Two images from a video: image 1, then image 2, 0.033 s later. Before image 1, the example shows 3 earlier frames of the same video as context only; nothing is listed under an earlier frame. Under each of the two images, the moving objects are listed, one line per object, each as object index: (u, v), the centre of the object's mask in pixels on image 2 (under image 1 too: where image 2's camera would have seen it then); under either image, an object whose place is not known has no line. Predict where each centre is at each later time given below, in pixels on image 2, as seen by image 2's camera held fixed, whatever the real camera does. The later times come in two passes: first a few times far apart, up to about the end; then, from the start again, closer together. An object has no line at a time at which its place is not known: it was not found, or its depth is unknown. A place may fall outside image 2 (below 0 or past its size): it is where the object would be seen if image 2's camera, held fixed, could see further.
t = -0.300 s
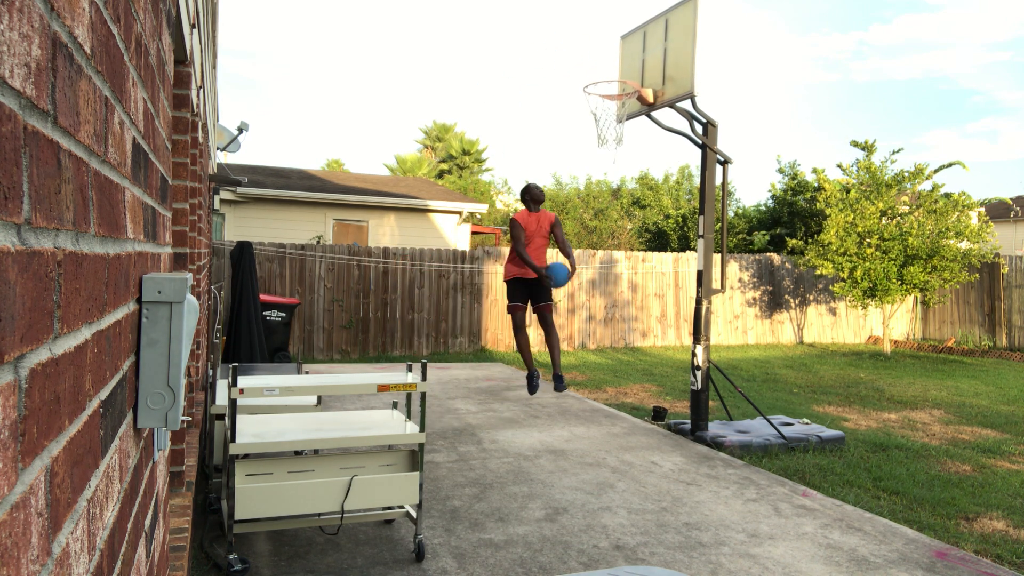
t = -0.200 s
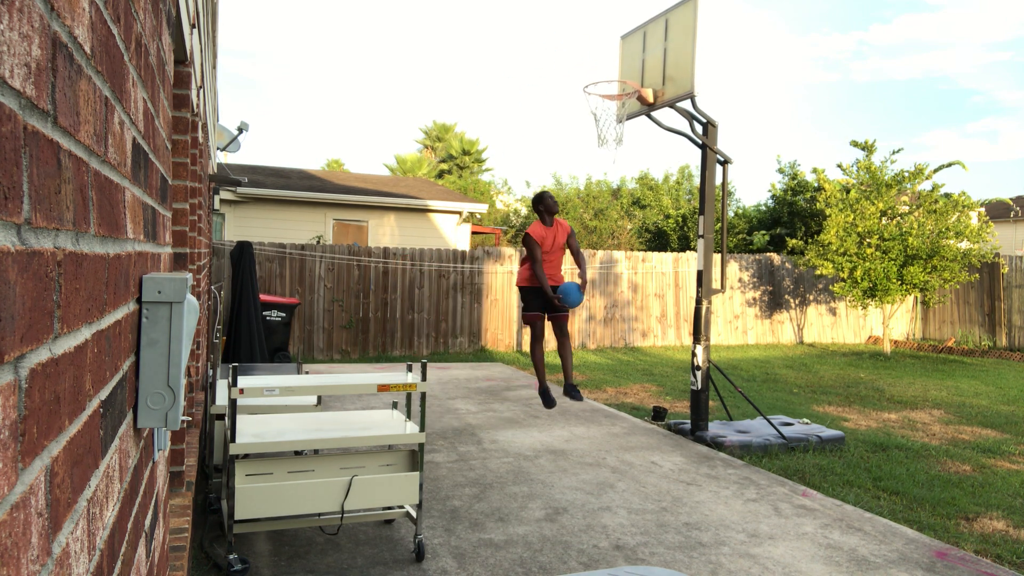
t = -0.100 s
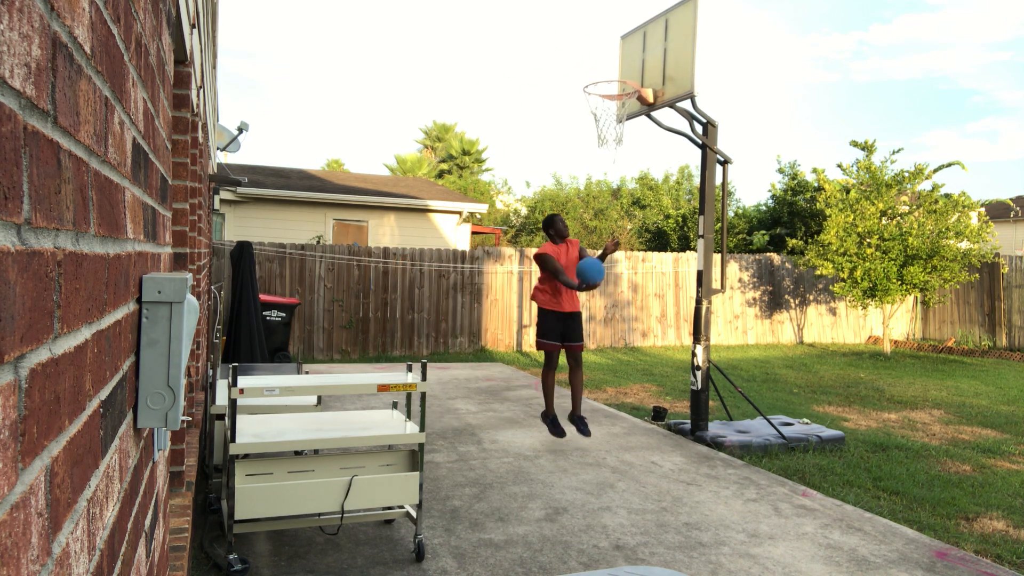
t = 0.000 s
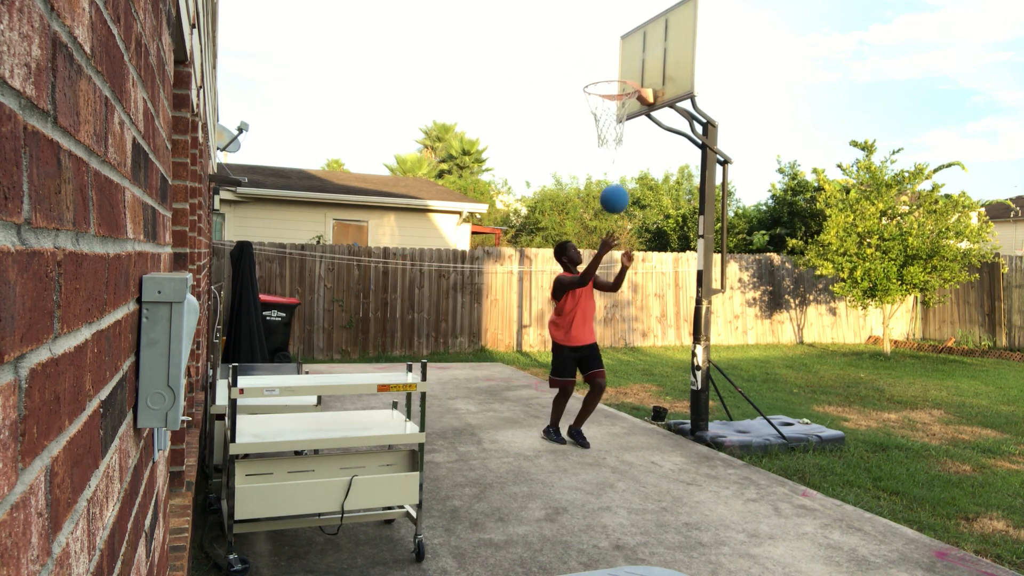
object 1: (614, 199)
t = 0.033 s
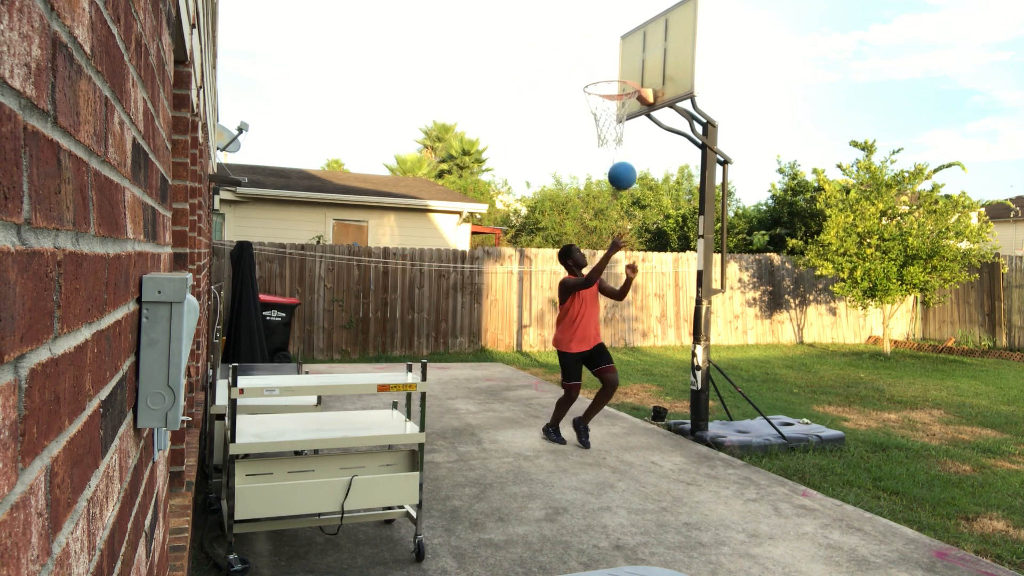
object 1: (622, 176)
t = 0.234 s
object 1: (660, 75)
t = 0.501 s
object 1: (610, 68)
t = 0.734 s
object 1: (629, 101)
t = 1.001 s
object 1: (615, 159)
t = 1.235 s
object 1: (595, 263)
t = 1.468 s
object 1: (577, 420)
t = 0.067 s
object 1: (629, 154)
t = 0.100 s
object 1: (636, 134)
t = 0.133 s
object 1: (643, 117)
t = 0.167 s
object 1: (650, 101)
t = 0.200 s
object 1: (656, 86)
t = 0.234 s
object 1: (660, 75)
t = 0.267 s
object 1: (654, 70)
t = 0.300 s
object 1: (647, 66)
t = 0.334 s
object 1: (641, 63)
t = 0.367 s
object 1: (634, 61)
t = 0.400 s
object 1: (628, 61)
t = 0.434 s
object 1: (622, 62)
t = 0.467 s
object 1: (616, 64)
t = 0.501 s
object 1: (610, 68)
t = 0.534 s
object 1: (603, 72)
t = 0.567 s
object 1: (597, 80)
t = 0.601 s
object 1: (599, 84)
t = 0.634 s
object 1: (607, 87)
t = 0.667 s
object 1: (615, 92)
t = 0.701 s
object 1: (624, 97)
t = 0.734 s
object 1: (629, 101)
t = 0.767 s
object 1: (629, 107)
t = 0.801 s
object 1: (628, 113)
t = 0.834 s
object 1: (627, 119)
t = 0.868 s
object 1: (625, 125)
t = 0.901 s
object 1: (623, 130)
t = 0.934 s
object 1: (620, 139)
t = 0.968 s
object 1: (617, 149)
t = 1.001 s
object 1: (615, 159)
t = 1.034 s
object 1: (612, 171)
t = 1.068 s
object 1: (609, 183)
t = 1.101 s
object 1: (606, 197)
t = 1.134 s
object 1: (604, 212)
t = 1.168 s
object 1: (601, 228)
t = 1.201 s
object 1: (598, 245)
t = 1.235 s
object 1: (595, 263)
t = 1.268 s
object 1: (593, 283)
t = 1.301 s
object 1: (590, 303)
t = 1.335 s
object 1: (587, 325)
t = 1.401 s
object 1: (582, 370)
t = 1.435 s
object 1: (579, 394)
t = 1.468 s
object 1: (577, 420)
